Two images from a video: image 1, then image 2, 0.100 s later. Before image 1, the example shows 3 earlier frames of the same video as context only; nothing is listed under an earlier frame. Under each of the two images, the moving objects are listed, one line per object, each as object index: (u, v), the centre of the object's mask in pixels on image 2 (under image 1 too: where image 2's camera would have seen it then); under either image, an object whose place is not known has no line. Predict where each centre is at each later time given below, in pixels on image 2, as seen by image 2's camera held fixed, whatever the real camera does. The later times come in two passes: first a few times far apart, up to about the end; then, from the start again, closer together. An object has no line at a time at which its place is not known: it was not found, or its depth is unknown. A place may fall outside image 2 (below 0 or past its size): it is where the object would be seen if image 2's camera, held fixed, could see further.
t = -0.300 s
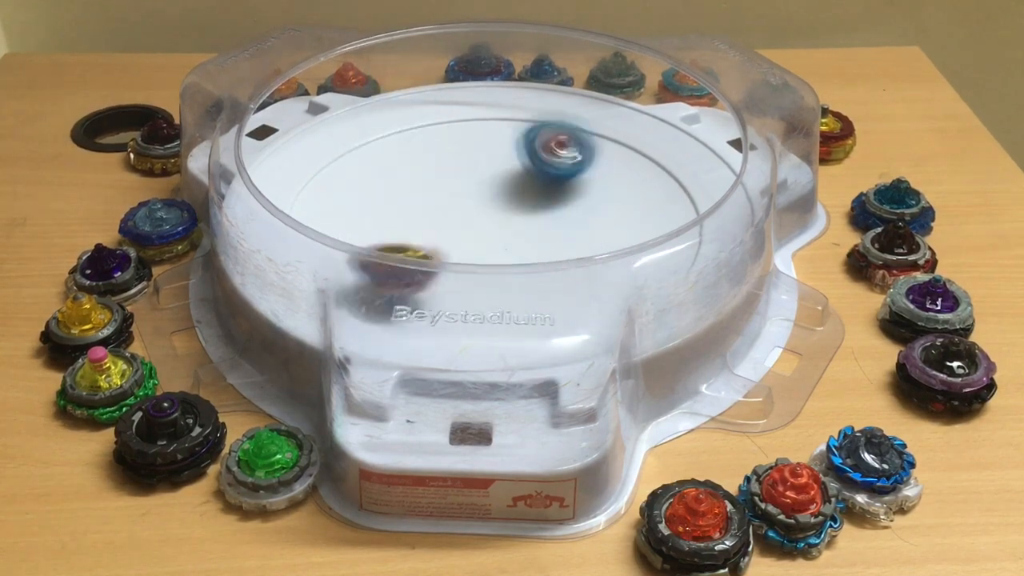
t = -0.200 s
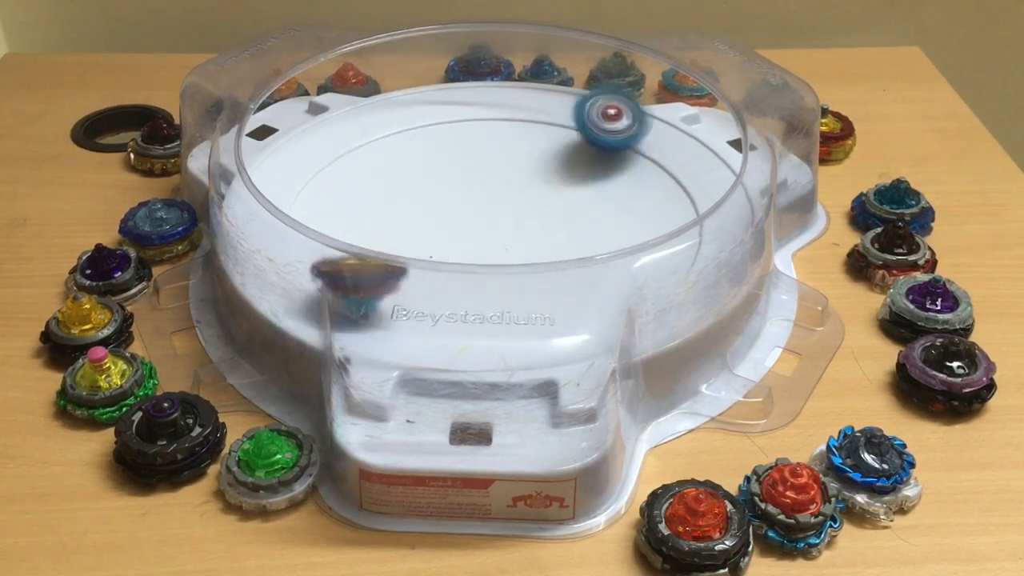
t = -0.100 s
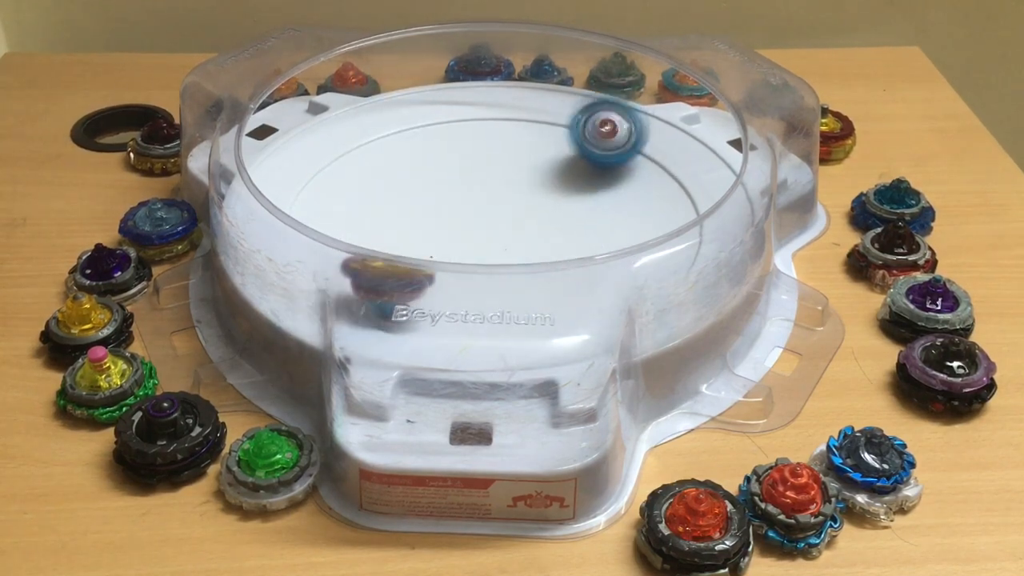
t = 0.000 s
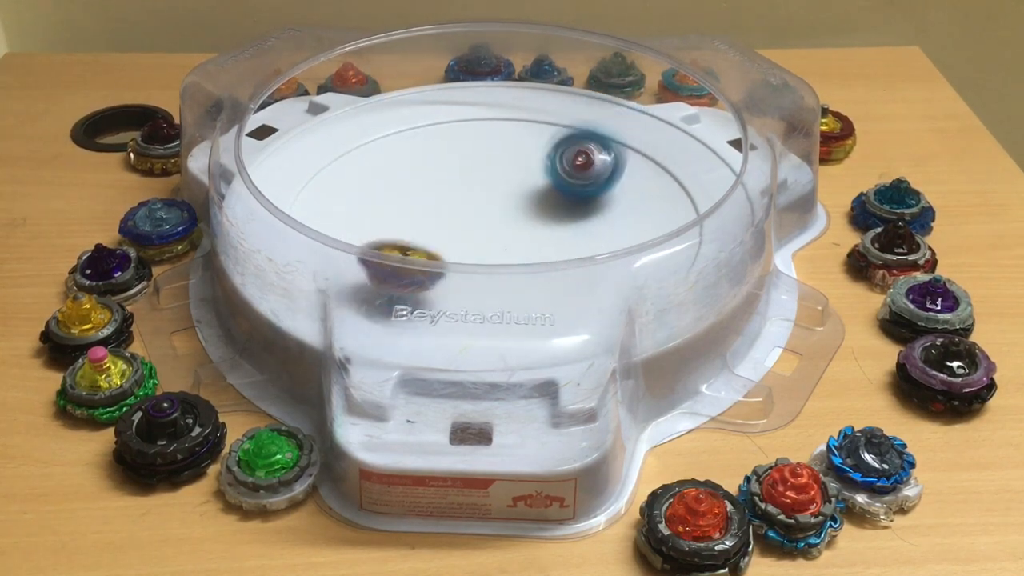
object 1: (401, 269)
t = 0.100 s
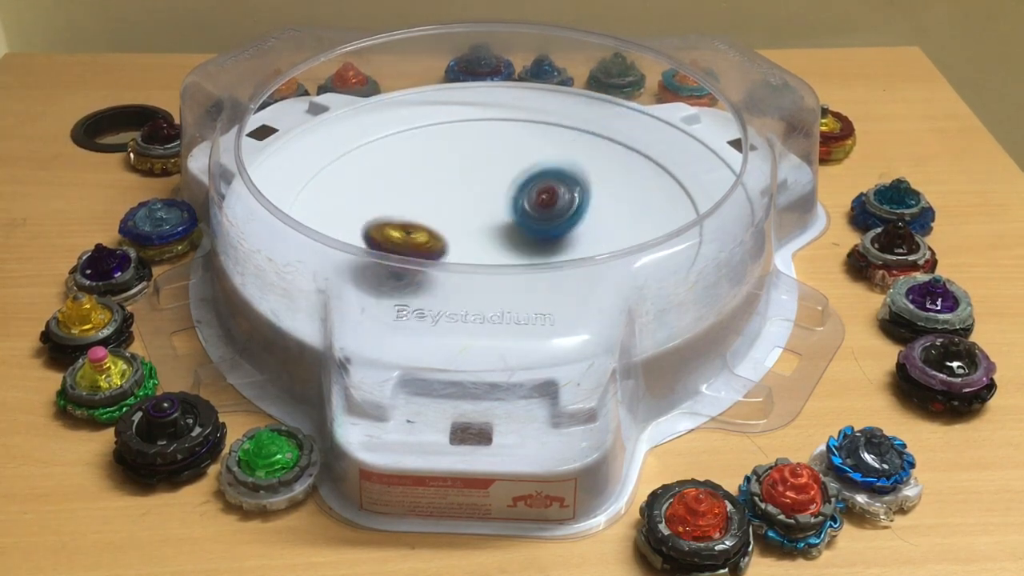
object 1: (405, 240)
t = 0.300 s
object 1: (405, 192)
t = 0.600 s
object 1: (411, 146)
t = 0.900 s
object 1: (503, 186)
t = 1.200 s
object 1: (604, 200)
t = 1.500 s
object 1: (557, 216)
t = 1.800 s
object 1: (465, 256)
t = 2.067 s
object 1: (467, 256)
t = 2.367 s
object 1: (463, 205)
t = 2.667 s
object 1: (432, 182)
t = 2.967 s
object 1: (495, 210)
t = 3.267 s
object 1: (559, 206)
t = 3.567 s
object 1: (510, 220)
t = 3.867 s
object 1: (465, 239)
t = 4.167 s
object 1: (486, 230)
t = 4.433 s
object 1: (485, 201)
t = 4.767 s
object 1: (470, 188)
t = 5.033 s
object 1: (470, 191)
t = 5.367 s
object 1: (514, 205)
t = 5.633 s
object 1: (545, 223)
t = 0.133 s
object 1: (405, 235)
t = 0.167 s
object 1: (404, 229)
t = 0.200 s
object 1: (405, 219)
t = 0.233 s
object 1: (404, 210)
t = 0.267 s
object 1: (404, 201)
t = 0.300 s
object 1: (405, 192)
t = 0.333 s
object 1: (405, 185)
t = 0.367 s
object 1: (405, 176)
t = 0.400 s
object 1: (404, 169)
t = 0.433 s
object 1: (404, 163)
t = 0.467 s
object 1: (405, 156)
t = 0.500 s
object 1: (407, 153)
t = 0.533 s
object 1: (407, 150)
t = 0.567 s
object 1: (408, 147)
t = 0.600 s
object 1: (411, 146)
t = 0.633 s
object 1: (414, 148)
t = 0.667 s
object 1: (420, 150)
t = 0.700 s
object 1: (426, 154)
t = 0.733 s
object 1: (435, 160)
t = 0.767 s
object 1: (446, 166)
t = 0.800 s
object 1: (459, 173)
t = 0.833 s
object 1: (474, 178)
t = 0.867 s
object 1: (489, 183)
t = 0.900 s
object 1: (503, 186)
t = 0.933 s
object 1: (517, 189)
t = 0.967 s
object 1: (530, 191)
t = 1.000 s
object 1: (541, 195)
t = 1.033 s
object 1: (554, 198)
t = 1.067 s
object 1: (567, 199)
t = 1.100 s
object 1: (580, 199)
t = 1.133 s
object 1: (590, 199)
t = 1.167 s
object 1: (598, 199)
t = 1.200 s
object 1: (604, 200)
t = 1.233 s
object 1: (611, 201)
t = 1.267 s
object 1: (615, 200)
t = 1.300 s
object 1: (614, 198)
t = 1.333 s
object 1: (610, 198)
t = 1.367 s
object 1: (601, 201)
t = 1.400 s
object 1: (590, 204)
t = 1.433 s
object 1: (580, 209)
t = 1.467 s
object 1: (570, 212)
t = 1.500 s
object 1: (557, 216)
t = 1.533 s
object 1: (542, 222)
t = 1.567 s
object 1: (530, 228)
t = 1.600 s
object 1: (521, 233)
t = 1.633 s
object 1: (510, 237)
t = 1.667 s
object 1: (498, 240)
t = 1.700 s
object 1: (486, 244)
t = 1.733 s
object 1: (479, 247)
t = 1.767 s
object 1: (473, 248)
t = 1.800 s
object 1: (465, 256)
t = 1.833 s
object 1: (457, 260)
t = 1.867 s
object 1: (454, 263)
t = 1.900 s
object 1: (458, 264)
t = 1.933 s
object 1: (458, 264)
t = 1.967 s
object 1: (458, 264)
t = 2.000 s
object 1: (462, 264)
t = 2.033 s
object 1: (466, 262)
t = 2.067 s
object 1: (467, 256)
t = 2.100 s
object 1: (467, 248)
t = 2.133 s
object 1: (471, 246)
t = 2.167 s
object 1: (475, 242)
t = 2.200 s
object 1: (472, 237)
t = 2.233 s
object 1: (472, 231)
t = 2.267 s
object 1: (473, 224)
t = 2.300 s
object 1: (469, 216)
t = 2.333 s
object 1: (464, 210)
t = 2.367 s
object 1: (463, 205)
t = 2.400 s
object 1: (460, 196)
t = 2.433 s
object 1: (453, 192)
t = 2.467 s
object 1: (451, 188)
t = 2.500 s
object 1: (448, 183)
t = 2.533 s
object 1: (441, 179)
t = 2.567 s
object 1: (438, 178)
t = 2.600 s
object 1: (436, 177)
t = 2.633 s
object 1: (432, 178)
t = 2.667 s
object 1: (432, 182)
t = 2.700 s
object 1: (437, 184)
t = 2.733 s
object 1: (440, 186)
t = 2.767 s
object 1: (445, 192)
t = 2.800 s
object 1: (453, 193)
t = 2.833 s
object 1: (458, 195)
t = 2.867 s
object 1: (466, 201)
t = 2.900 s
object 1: (478, 203)
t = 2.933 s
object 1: (484, 206)
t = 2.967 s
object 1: (495, 210)
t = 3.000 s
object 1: (507, 209)
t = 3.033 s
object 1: (513, 211)
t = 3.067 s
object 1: (525, 213)
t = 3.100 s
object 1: (534, 211)
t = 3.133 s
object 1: (539, 213)
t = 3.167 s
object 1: (550, 211)
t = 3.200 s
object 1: (553, 209)
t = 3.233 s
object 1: (557, 209)
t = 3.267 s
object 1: (559, 206)
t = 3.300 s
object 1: (554, 206)
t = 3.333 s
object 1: (555, 206)
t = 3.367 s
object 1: (547, 206)
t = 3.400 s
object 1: (541, 208)
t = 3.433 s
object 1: (538, 209)
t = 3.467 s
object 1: (530, 212)
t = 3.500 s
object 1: (527, 215)
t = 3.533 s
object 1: (518, 215)
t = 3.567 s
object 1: (510, 220)
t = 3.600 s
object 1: (506, 221)
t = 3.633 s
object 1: (497, 224)
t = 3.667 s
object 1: (493, 227)
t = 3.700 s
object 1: (485, 229)
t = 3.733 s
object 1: (479, 234)
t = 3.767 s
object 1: (475, 233)
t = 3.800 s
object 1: (469, 237)
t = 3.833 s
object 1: (470, 238)
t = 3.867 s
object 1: (465, 239)
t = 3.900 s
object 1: (468, 241)
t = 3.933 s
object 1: (466, 240)
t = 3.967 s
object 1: (470, 243)
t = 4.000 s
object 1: (473, 241)
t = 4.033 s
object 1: (476, 241)
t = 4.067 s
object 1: (481, 239)
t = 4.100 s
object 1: (483, 238)
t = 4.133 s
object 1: (489, 234)
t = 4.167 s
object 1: (486, 230)
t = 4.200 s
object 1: (490, 225)
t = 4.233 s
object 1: (488, 221)
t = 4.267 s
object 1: (490, 216)
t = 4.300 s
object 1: (487, 211)
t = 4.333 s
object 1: (489, 208)
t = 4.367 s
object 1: (485, 202)
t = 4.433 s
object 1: (485, 201)
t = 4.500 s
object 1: (481, 196)
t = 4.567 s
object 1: (481, 195)
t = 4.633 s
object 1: (476, 190)
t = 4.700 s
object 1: (476, 191)
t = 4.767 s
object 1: (470, 188)
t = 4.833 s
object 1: (474, 190)
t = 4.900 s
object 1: (471, 189)
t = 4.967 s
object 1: (475, 192)
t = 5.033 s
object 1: (470, 191)
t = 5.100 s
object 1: (473, 196)
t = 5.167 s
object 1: (469, 196)
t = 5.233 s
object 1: (473, 199)
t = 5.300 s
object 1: (491, 203)
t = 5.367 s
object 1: (514, 205)
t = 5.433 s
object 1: (526, 215)
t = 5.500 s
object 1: (532, 218)
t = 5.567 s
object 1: (543, 220)
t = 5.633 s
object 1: (545, 223)
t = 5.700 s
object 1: (553, 224)
